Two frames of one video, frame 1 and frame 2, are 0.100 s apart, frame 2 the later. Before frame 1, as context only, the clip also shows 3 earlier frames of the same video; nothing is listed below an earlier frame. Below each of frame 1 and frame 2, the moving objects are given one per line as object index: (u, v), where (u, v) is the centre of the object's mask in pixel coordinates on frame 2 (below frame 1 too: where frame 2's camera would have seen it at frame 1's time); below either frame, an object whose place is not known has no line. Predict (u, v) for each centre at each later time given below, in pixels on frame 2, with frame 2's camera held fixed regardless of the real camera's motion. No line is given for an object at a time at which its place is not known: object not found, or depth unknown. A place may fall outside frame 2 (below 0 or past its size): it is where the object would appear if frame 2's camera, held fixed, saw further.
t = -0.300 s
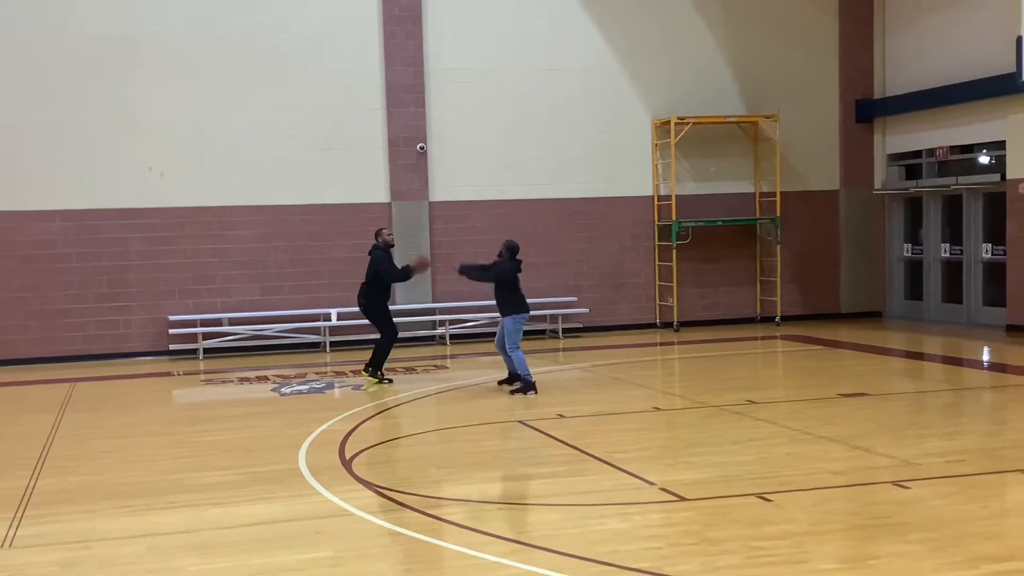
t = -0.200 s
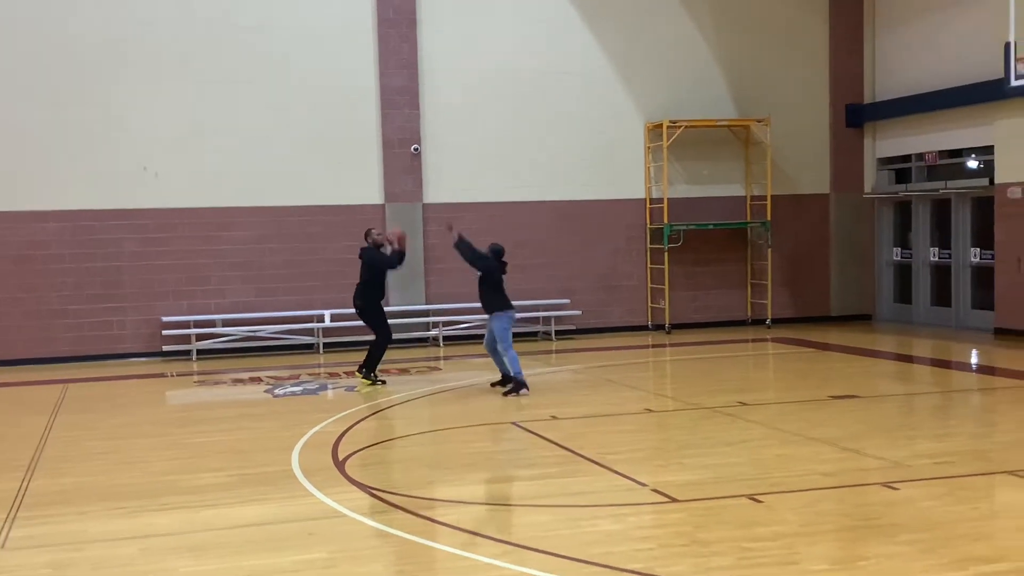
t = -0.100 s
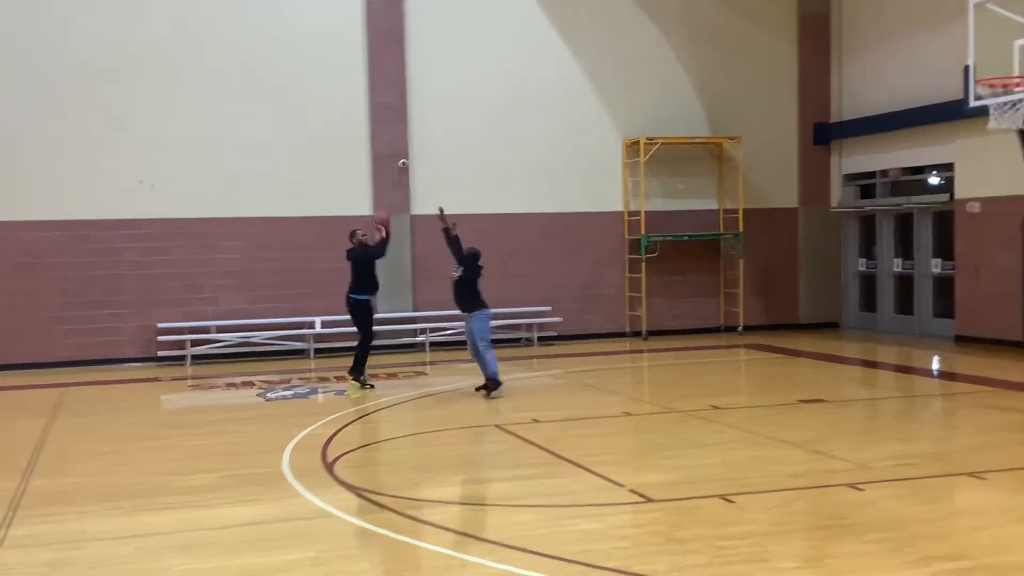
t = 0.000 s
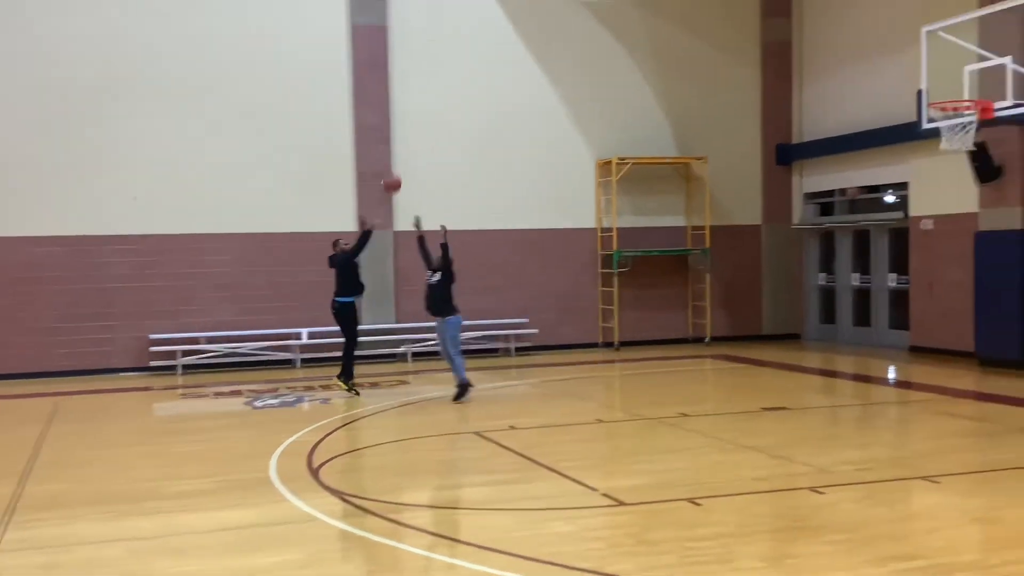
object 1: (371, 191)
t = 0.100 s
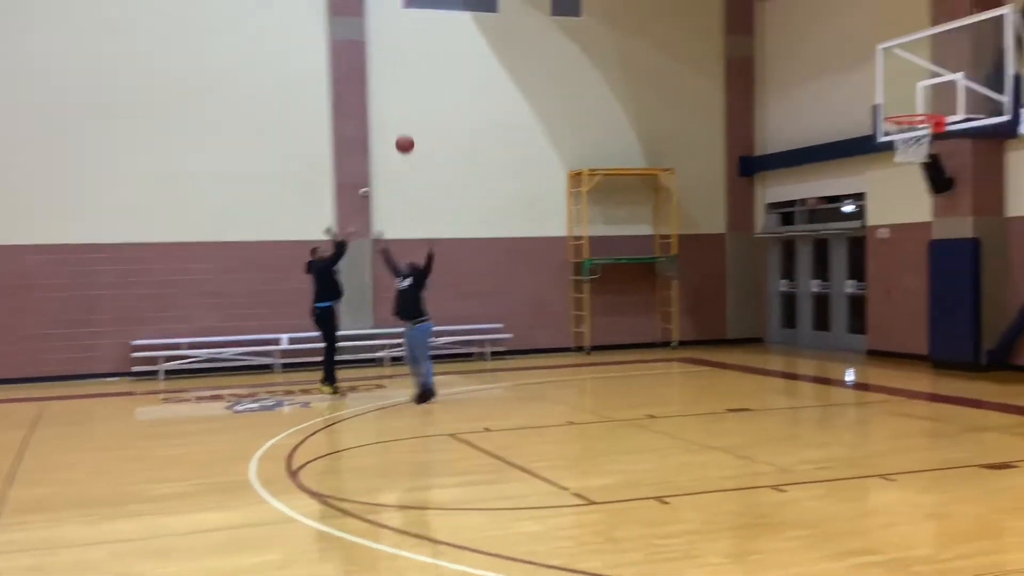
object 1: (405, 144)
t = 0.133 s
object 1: (416, 130)
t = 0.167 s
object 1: (427, 117)
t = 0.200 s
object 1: (439, 103)
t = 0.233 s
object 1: (450, 91)
